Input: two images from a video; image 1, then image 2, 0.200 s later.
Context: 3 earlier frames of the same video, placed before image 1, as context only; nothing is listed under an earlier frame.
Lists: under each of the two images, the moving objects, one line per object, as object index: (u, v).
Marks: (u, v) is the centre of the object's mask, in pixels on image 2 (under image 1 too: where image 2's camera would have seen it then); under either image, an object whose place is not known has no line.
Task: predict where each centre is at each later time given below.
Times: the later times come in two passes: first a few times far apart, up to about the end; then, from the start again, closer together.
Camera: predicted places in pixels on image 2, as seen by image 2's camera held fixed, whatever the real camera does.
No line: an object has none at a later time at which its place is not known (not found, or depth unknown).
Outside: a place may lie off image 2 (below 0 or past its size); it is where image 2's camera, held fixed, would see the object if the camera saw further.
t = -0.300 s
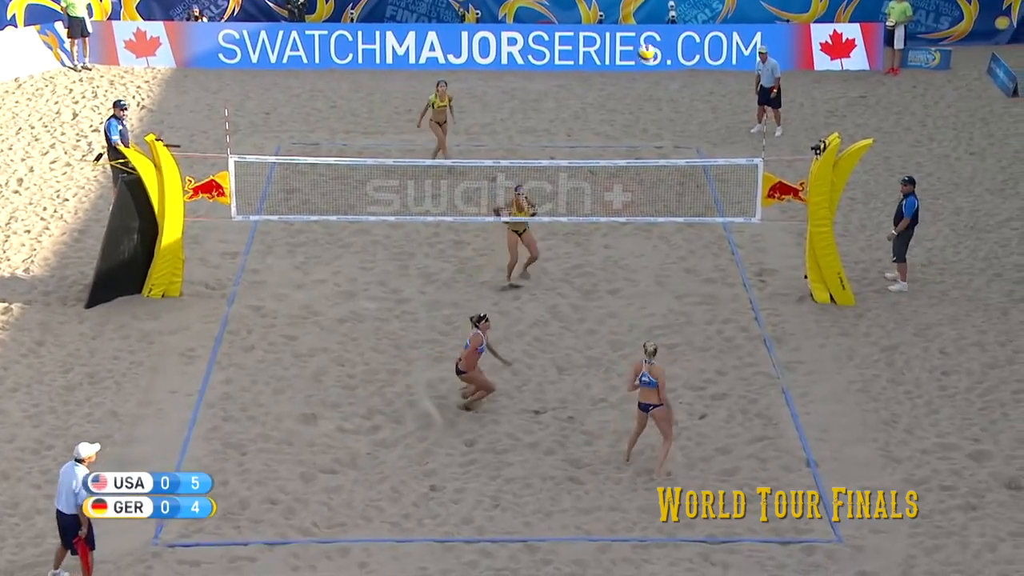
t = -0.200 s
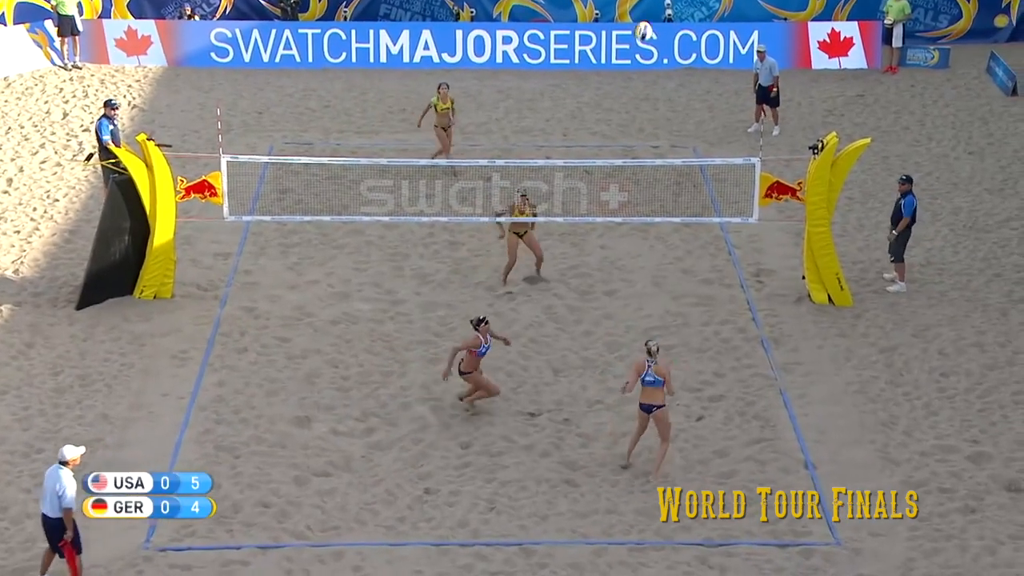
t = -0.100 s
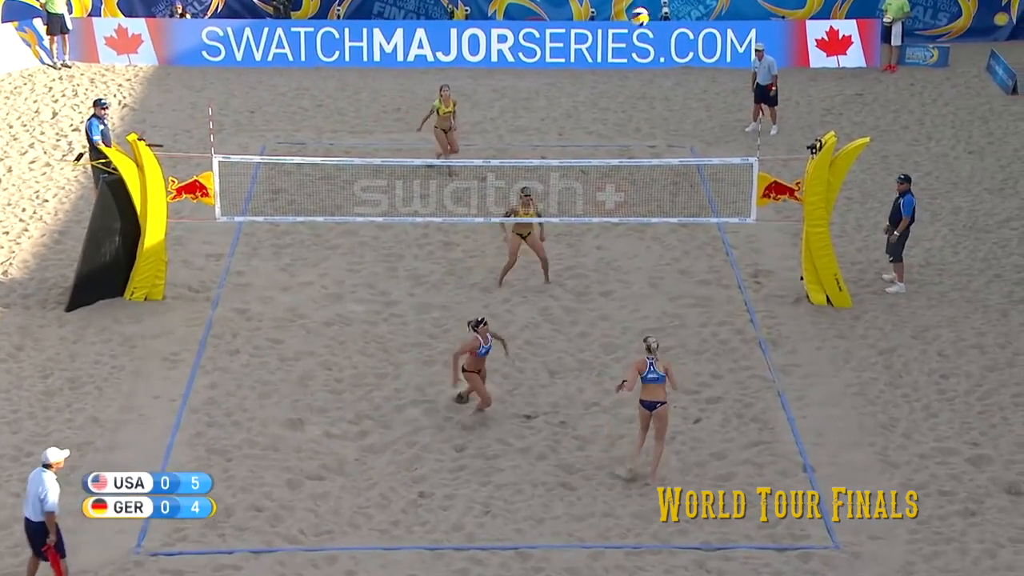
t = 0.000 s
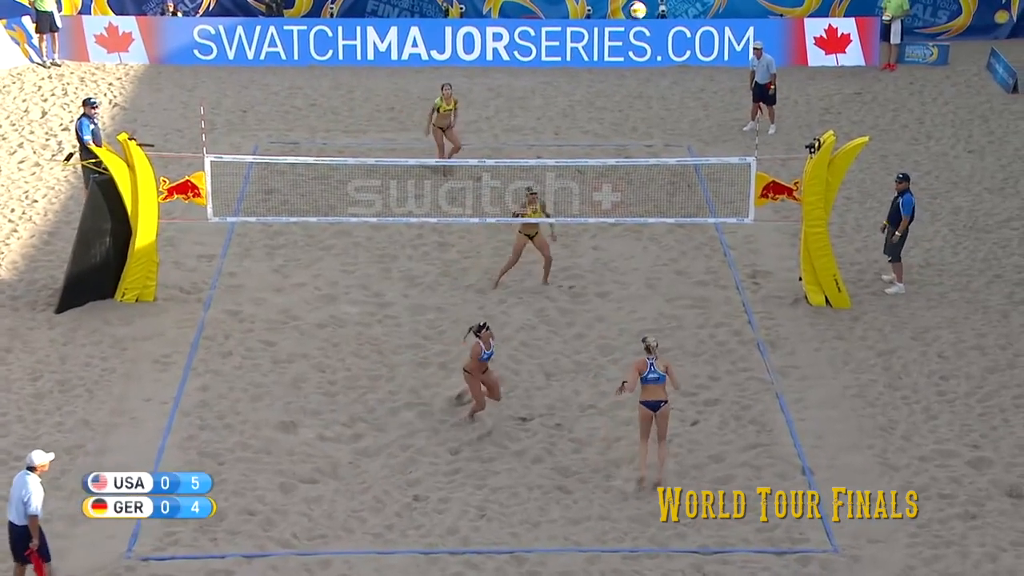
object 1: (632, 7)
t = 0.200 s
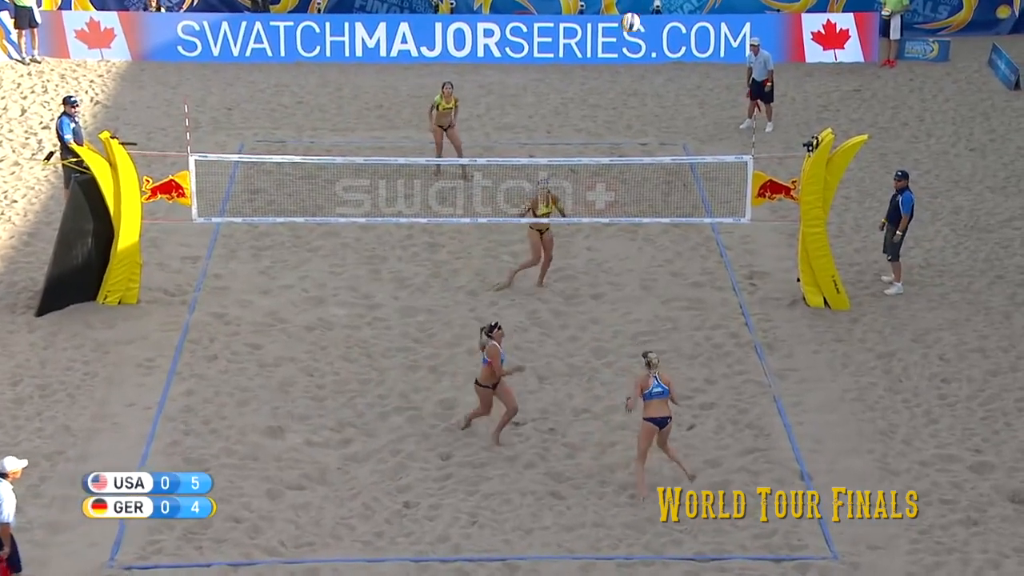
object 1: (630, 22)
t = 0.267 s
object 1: (631, 34)
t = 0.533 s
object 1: (628, 118)
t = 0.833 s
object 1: (623, 273)
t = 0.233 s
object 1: (631, 28)
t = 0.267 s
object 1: (631, 34)
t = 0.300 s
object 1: (630, 42)
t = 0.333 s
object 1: (630, 50)
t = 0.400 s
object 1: (629, 70)
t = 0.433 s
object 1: (629, 81)
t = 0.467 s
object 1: (628, 93)
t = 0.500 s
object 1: (627, 106)
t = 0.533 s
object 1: (628, 118)
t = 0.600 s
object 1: (626, 148)
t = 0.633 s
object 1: (625, 164)
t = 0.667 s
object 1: (626, 182)
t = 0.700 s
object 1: (625, 200)
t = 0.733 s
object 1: (624, 217)
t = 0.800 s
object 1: (623, 253)
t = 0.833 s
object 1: (623, 273)
